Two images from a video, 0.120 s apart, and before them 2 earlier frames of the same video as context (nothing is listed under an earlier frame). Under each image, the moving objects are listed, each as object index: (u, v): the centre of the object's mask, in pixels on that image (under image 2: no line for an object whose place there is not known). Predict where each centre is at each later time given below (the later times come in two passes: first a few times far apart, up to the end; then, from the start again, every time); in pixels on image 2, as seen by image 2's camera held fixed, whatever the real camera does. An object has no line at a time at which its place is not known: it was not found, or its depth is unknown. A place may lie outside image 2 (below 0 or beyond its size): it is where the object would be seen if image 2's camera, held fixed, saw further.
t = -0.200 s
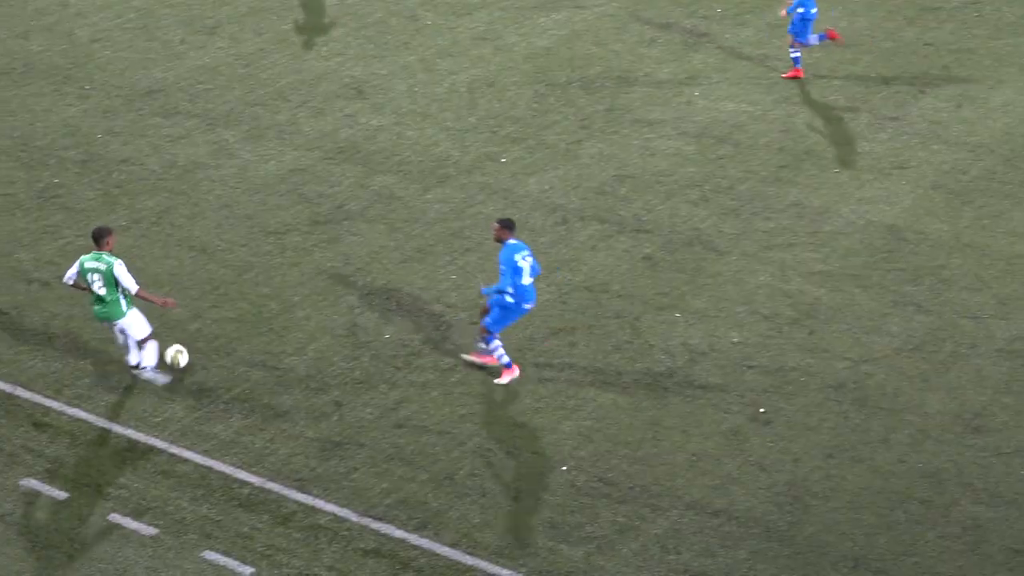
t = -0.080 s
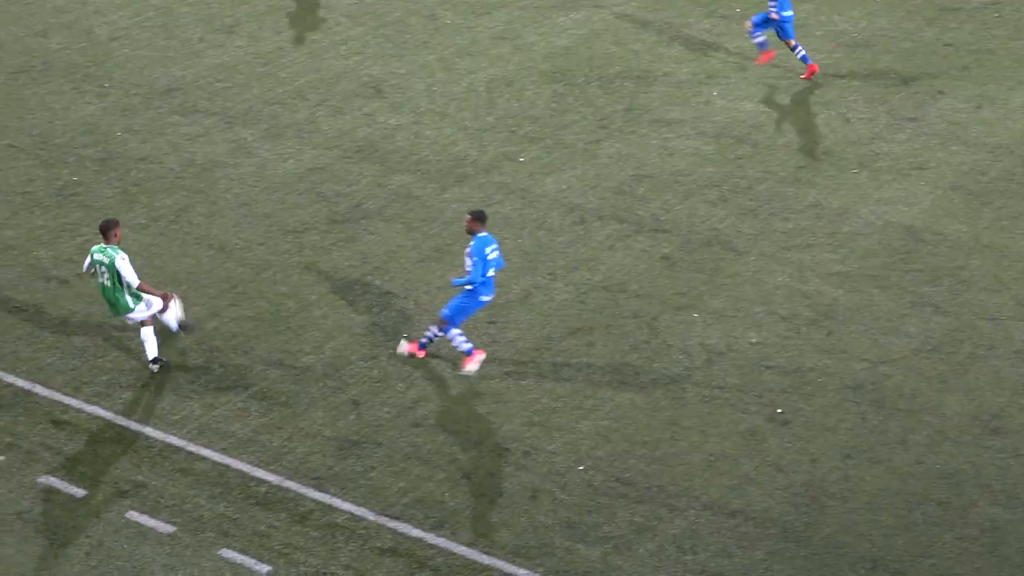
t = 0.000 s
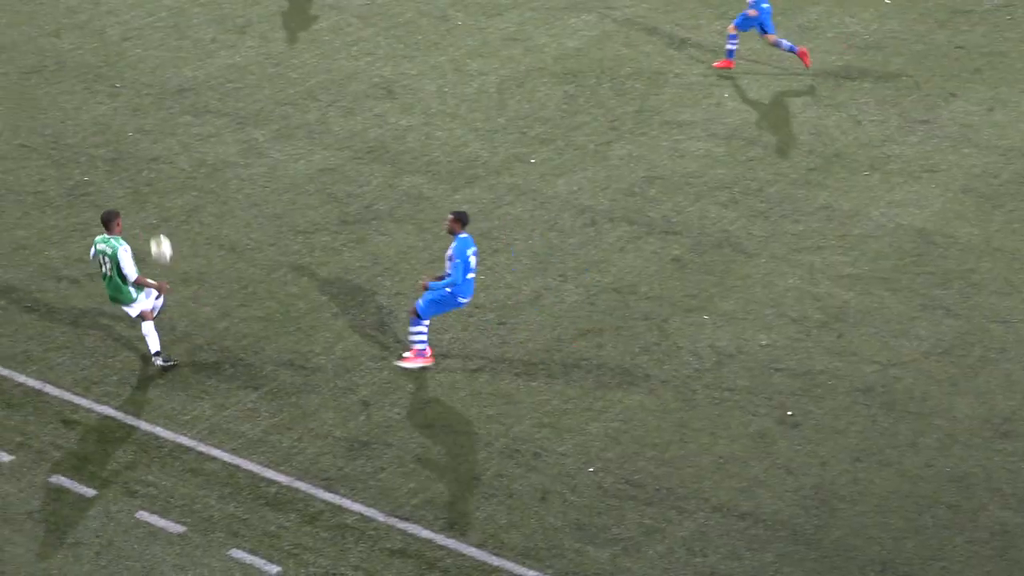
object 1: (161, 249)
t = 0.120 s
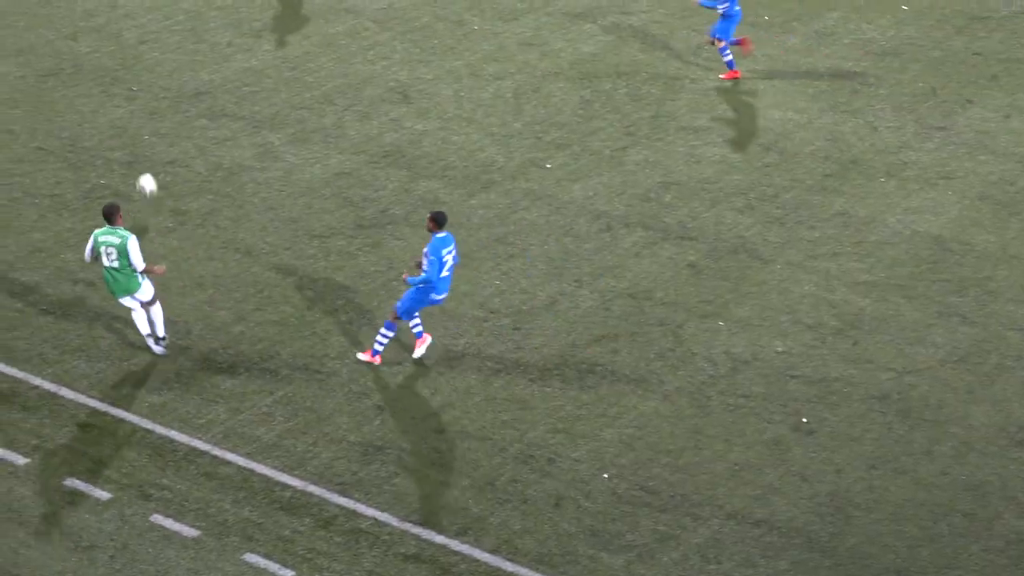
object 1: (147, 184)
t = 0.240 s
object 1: (119, 141)
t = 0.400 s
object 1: (84, 72)
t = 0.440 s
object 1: (76, 58)
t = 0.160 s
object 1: (137, 168)
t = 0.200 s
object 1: (129, 154)
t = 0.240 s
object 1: (119, 141)
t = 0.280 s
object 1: (110, 124)
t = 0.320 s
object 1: (102, 104)
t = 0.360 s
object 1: (92, 87)
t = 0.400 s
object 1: (84, 72)
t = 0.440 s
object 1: (76, 58)
